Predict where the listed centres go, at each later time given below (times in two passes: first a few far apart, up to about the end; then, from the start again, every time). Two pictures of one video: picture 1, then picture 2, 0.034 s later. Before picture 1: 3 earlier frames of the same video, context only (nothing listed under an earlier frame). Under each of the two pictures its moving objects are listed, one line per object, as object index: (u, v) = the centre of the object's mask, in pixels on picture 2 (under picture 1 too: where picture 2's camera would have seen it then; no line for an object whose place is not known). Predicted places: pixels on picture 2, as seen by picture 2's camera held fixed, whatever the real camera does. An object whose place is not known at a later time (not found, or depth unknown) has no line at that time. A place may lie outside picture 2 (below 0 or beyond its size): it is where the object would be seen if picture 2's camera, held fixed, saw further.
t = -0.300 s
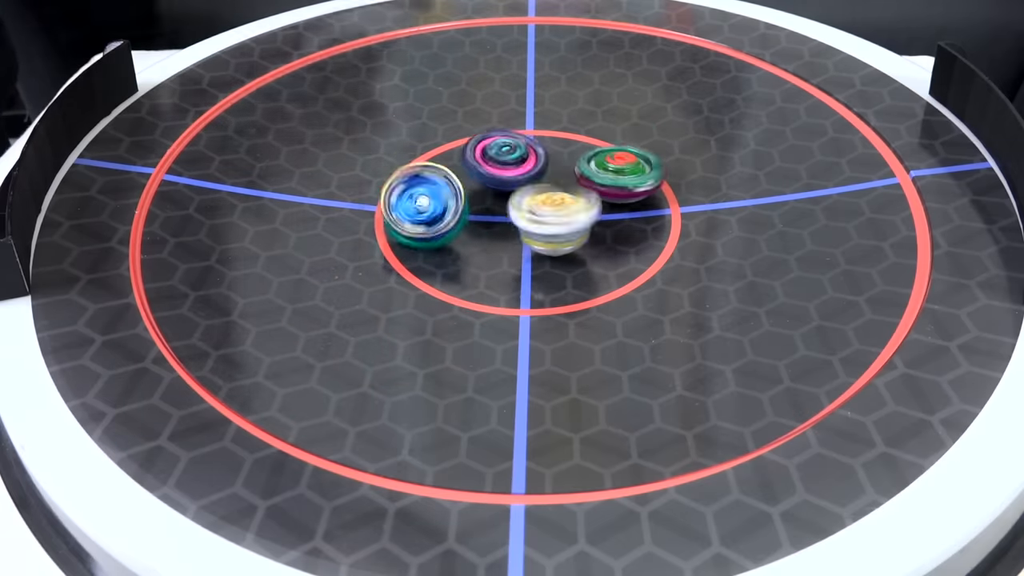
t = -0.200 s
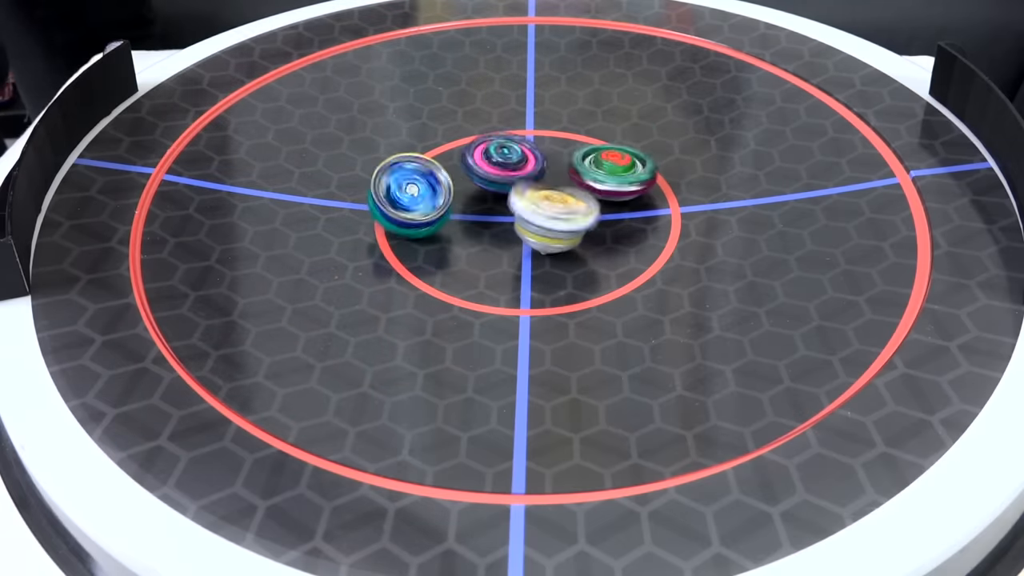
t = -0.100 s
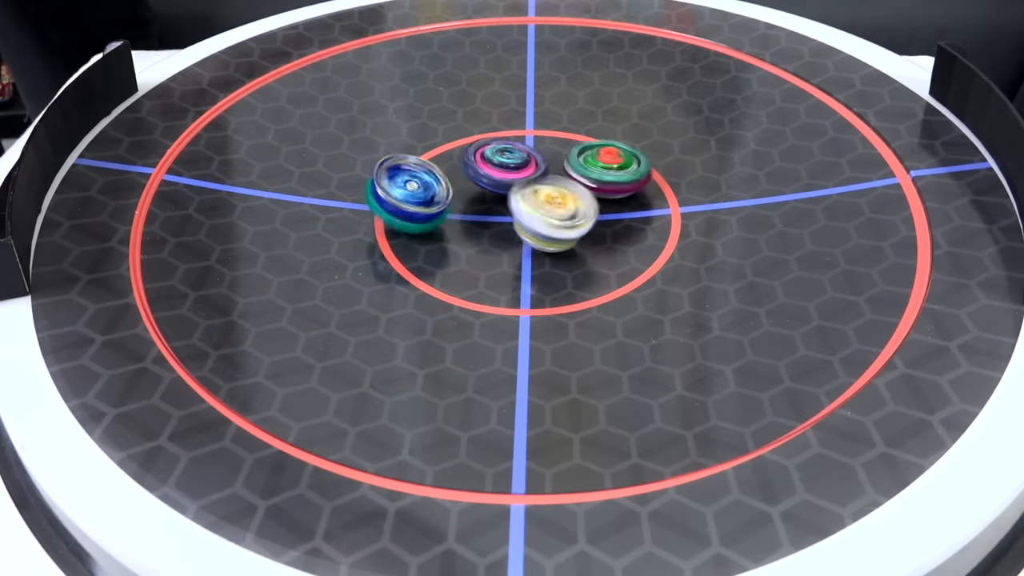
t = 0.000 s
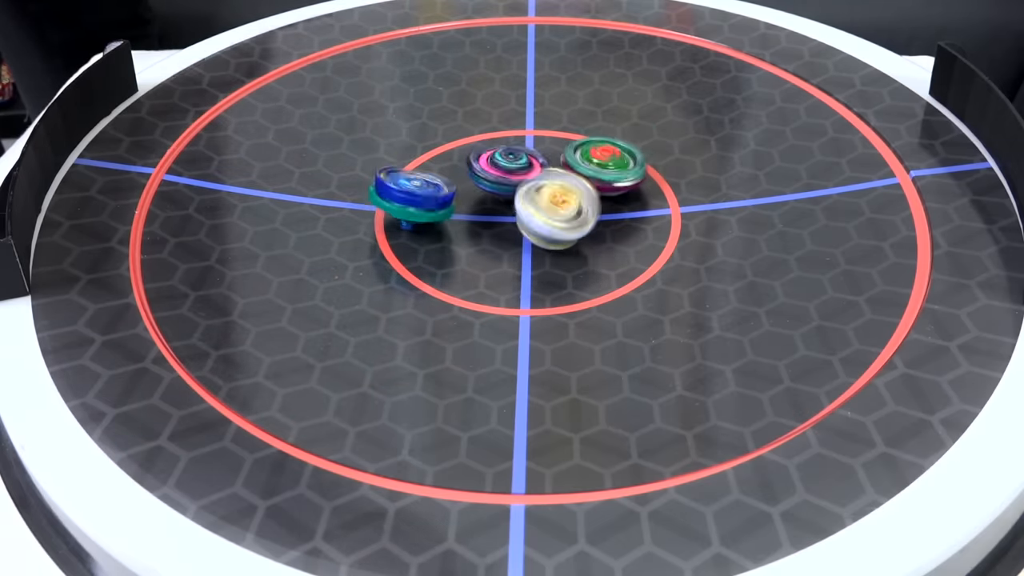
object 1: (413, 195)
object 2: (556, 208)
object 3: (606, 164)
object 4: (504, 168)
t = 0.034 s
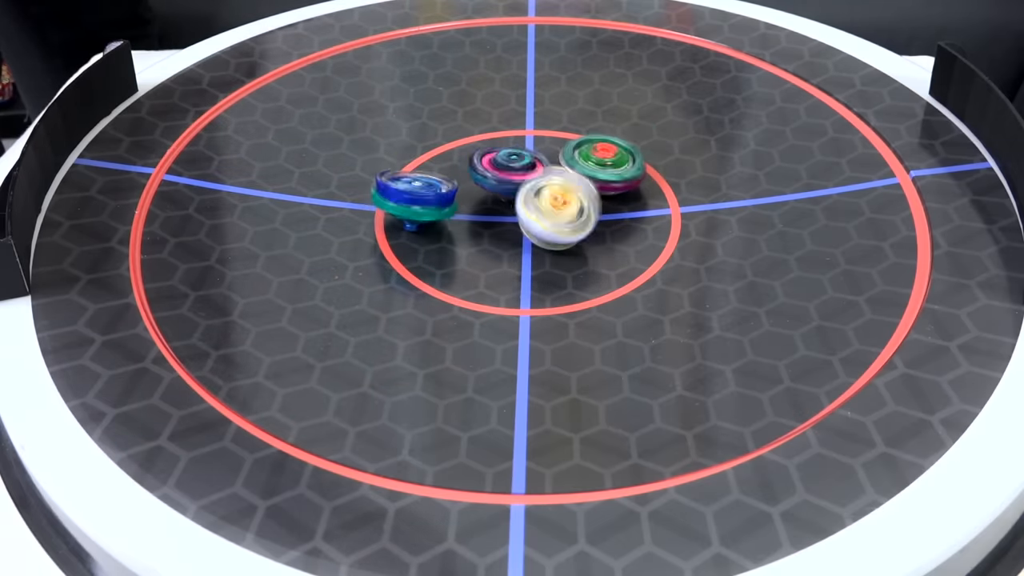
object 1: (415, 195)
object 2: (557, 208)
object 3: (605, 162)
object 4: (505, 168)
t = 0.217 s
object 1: (434, 209)
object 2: (573, 212)
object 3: (606, 154)
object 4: (516, 160)
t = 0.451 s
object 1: (432, 251)
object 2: (578, 218)
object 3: (605, 155)
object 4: (518, 126)
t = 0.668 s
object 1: (438, 250)
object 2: (575, 215)
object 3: (598, 159)
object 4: (516, 126)
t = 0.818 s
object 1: (439, 250)
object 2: (575, 206)
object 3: (590, 157)
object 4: (514, 136)
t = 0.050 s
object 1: (417, 196)
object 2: (557, 209)
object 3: (603, 162)
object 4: (505, 168)
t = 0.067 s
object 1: (419, 196)
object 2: (557, 207)
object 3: (605, 161)
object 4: (505, 169)
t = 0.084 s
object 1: (421, 196)
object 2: (558, 209)
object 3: (603, 160)
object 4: (508, 169)
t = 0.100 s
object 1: (424, 196)
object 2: (557, 206)
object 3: (606, 160)
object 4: (505, 169)
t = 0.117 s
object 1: (427, 196)
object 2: (558, 208)
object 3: (606, 159)
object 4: (509, 170)
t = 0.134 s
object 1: (430, 196)
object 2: (557, 205)
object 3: (607, 158)
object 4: (505, 171)
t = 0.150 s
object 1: (433, 196)
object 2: (560, 207)
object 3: (606, 157)
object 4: (508, 171)
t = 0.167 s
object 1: (437, 195)
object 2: (560, 206)
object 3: (606, 157)
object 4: (507, 171)
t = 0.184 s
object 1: (440, 195)
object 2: (567, 209)
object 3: (606, 155)
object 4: (513, 170)
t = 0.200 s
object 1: (437, 202)
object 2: (568, 210)
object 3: (606, 156)
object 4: (511, 165)
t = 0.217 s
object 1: (434, 209)
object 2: (573, 212)
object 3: (606, 154)
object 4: (516, 160)
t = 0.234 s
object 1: (431, 216)
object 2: (573, 214)
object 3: (605, 156)
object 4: (517, 155)
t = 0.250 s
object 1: (429, 223)
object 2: (574, 215)
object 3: (606, 154)
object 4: (518, 150)
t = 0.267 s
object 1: (428, 229)
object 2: (573, 216)
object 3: (606, 155)
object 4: (520, 146)
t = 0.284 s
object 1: (425, 234)
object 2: (575, 216)
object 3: (606, 154)
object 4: (520, 143)
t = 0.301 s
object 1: (424, 238)
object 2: (573, 216)
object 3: (606, 155)
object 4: (520, 138)
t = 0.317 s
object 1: (424, 242)
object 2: (575, 216)
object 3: (607, 154)
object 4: (521, 136)
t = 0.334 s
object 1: (424, 245)
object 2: (573, 218)
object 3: (606, 154)
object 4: (522, 134)
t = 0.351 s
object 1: (425, 247)
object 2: (575, 216)
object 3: (607, 153)
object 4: (522, 132)
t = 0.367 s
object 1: (426, 249)
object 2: (575, 217)
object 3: (606, 154)
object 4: (522, 130)
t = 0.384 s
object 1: (427, 250)
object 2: (577, 216)
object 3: (606, 154)
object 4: (521, 129)
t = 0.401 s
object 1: (428, 251)
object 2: (576, 218)
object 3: (605, 155)
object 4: (520, 128)
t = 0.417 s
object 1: (429, 251)
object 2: (577, 217)
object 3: (606, 154)
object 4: (520, 128)
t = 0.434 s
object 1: (431, 251)
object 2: (578, 218)
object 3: (605, 155)
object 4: (519, 126)
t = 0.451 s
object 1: (432, 251)
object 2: (578, 218)
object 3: (605, 155)
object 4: (518, 126)
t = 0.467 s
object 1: (434, 251)
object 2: (578, 218)
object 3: (605, 155)
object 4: (517, 125)
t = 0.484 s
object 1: (435, 251)
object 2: (576, 219)
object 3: (605, 156)
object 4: (517, 126)
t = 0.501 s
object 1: (437, 251)
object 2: (577, 219)
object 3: (604, 156)
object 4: (517, 125)
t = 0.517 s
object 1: (438, 250)
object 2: (575, 219)
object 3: (604, 157)
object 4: (516, 125)
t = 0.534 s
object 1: (439, 250)
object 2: (576, 219)
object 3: (604, 157)
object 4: (516, 124)
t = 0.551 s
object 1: (439, 250)
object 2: (574, 220)
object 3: (603, 157)
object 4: (516, 124)
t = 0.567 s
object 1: (439, 250)
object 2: (575, 219)
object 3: (602, 158)
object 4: (516, 124)
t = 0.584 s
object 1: (439, 250)
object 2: (574, 219)
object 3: (602, 158)
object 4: (516, 124)
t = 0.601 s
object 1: (439, 250)
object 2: (575, 219)
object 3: (601, 159)
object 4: (516, 124)
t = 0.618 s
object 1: (438, 250)
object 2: (574, 218)
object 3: (600, 159)
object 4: (516, 125)
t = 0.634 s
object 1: (438, 250)
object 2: (575, 218)
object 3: (600, 159)
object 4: (516, 125)
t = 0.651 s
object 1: (438, 250)
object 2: (574, 216)
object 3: (600, 159)
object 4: (516, 126)
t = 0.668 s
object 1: (438, 250)
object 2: (575, 215)
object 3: (598, 159)
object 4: (516, 126)
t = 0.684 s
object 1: (438, 250)
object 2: (573, 215)
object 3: (598, 160)
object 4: (516, 128)
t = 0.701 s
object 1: (439, 250)
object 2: (573, 214)
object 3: (596, 159)
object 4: (515, 128)
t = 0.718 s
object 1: (439, 250)
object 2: (573, 214)
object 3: (595, 160)
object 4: (515, 128)
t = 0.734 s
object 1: (439, 250)
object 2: (573, 211)
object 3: (596, 158)
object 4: (515, 129)
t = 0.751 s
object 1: (439, 250)
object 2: (573, 211)
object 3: (594, 159)
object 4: (516, 130)
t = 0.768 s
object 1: (439, 250)
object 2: (572, 209)
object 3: (594, 157)
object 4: (515, 132)
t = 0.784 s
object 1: (439, 250)
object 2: (574, 209)
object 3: (593, 158)
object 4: (514, 133)
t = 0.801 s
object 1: (439, 250)
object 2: (573, 206)
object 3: (593, 156)
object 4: (514, 135)
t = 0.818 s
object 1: (439, 250)
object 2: (575, 206)
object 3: (590, 157)
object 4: (514, 136)
